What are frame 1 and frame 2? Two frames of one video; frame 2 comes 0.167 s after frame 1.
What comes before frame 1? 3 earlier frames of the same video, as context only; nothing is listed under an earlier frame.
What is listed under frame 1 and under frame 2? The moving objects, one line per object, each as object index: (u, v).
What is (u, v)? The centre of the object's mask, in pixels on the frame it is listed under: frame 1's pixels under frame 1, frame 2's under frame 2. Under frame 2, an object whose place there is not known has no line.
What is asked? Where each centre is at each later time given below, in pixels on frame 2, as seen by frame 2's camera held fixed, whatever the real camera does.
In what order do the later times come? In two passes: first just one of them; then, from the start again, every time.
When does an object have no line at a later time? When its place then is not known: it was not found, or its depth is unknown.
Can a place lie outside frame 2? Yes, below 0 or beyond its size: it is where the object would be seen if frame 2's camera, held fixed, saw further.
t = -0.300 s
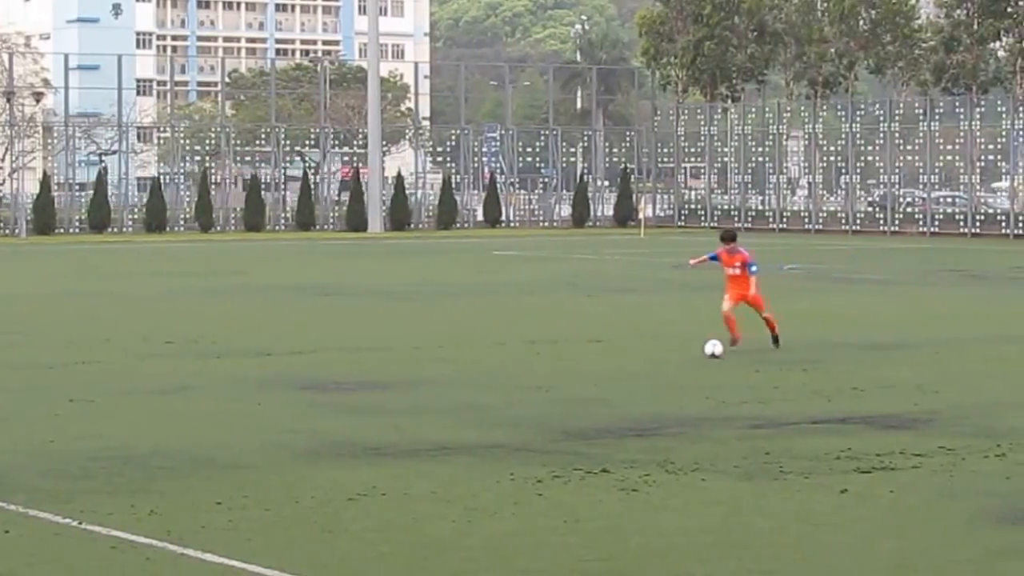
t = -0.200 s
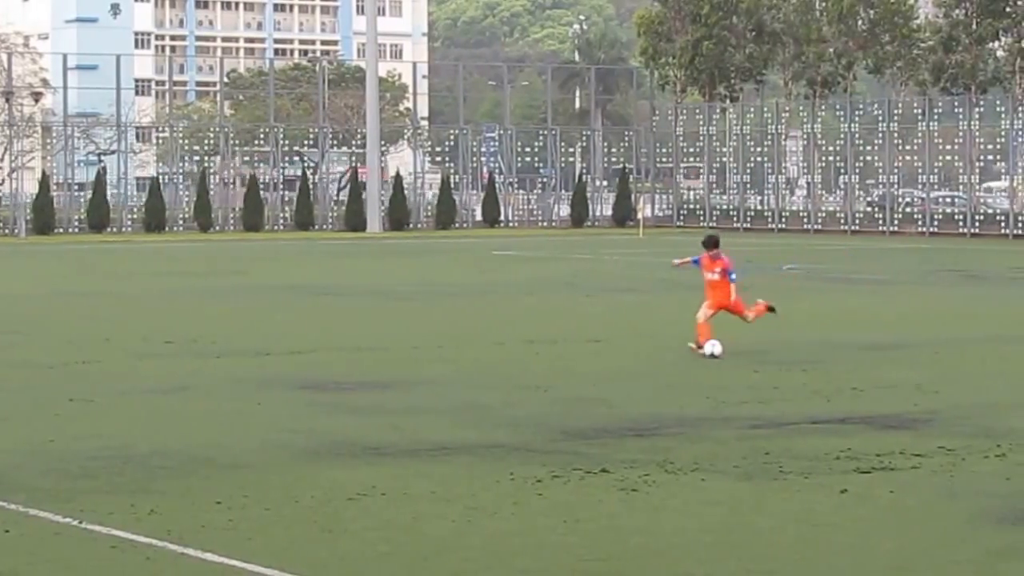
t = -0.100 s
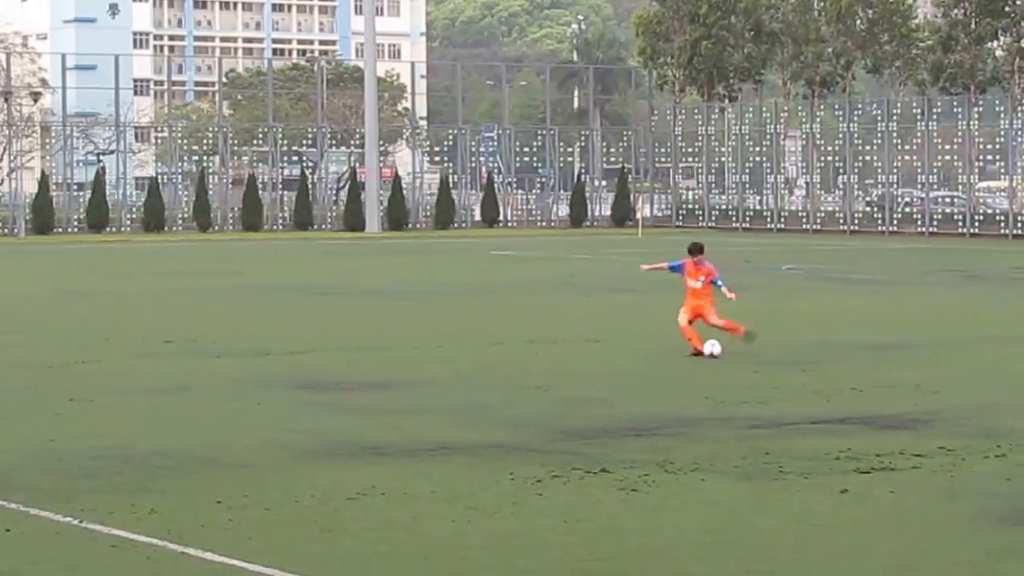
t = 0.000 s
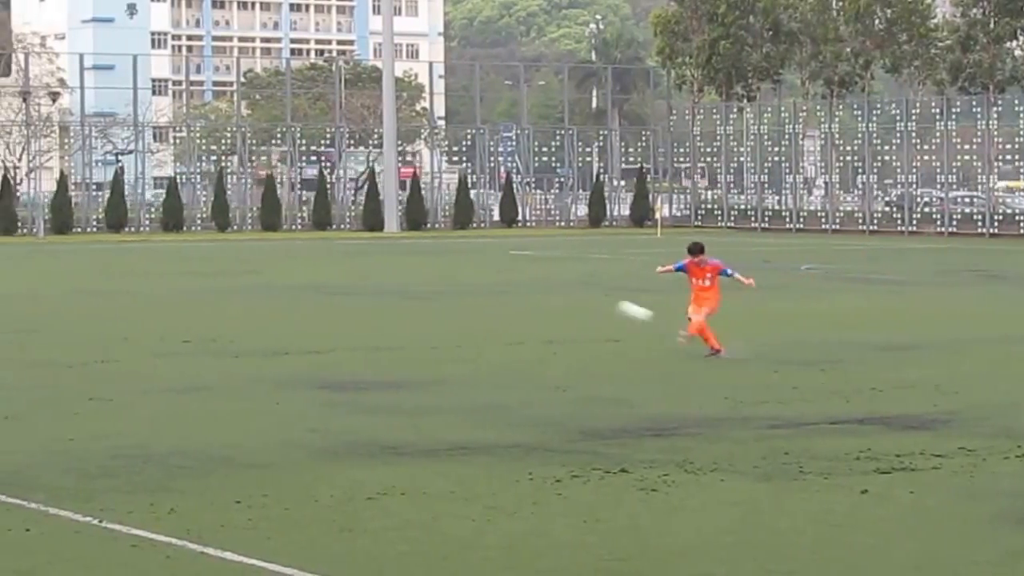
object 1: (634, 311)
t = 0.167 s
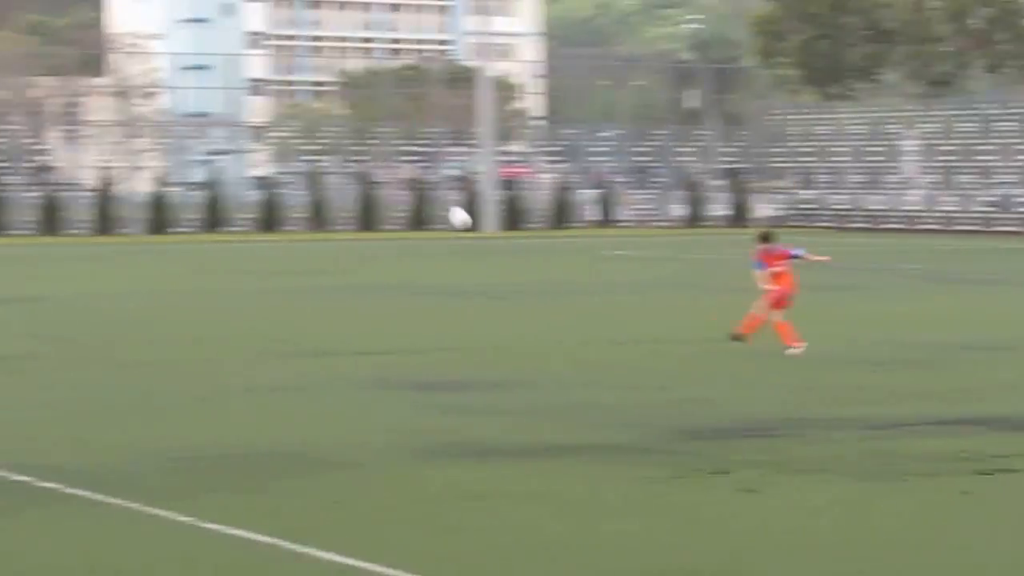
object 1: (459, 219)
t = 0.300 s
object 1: (232, 145)
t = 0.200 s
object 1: (403, 199)
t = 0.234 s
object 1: (347, 181)
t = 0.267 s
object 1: (290, 162)
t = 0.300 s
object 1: (232, 145)
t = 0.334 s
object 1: (172, 127)
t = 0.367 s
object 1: (114, 110)
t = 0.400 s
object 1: (55, 91)
